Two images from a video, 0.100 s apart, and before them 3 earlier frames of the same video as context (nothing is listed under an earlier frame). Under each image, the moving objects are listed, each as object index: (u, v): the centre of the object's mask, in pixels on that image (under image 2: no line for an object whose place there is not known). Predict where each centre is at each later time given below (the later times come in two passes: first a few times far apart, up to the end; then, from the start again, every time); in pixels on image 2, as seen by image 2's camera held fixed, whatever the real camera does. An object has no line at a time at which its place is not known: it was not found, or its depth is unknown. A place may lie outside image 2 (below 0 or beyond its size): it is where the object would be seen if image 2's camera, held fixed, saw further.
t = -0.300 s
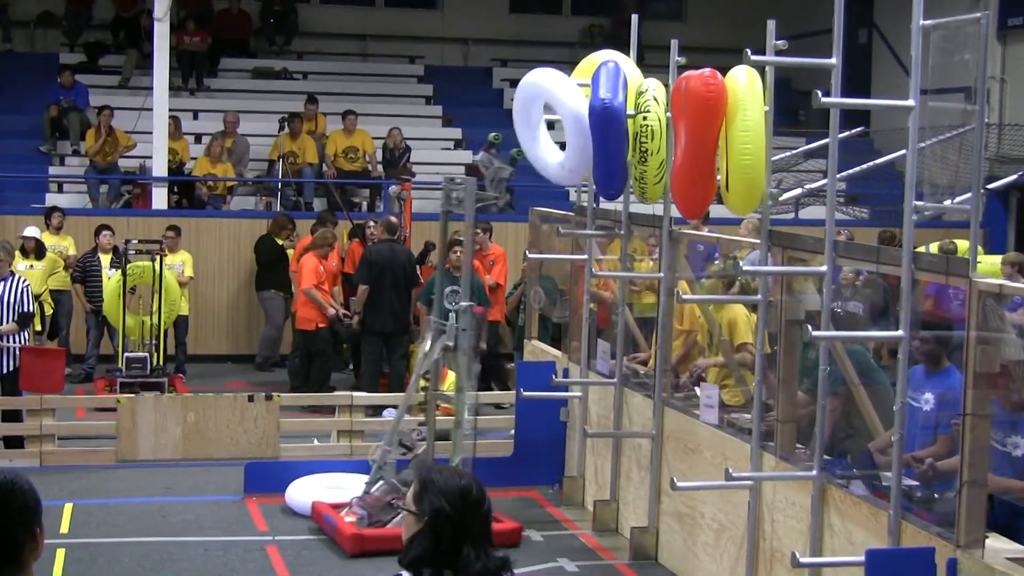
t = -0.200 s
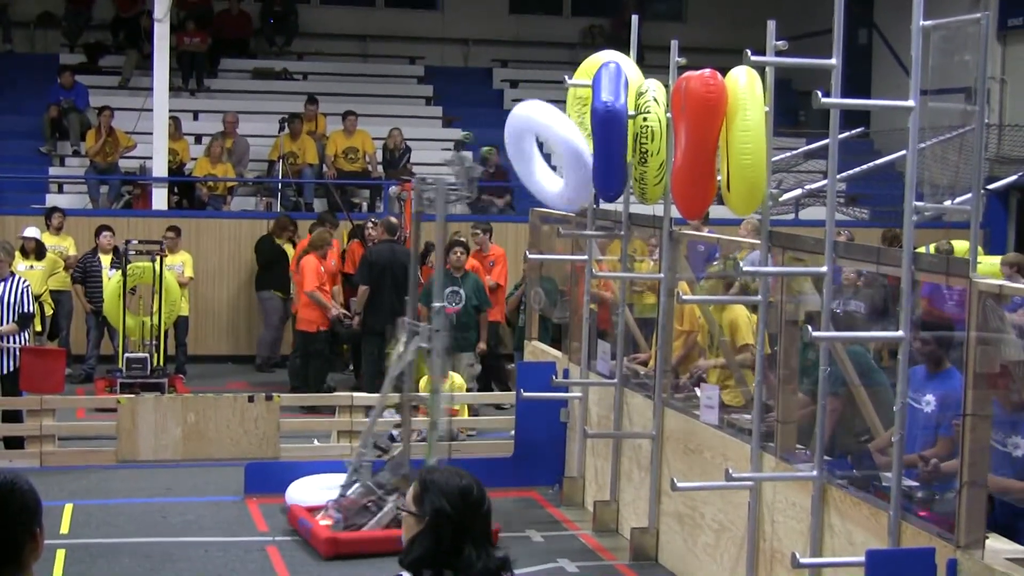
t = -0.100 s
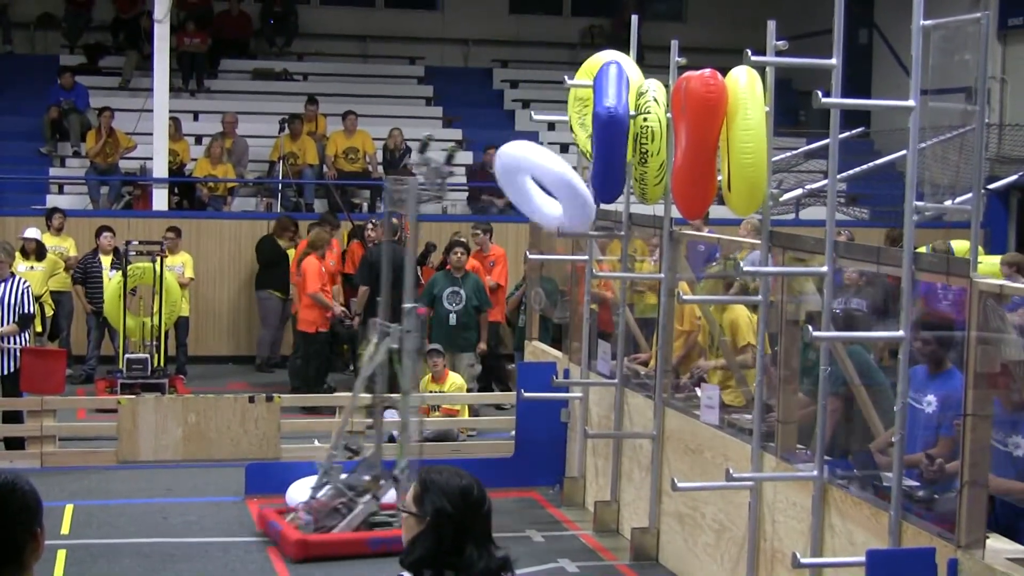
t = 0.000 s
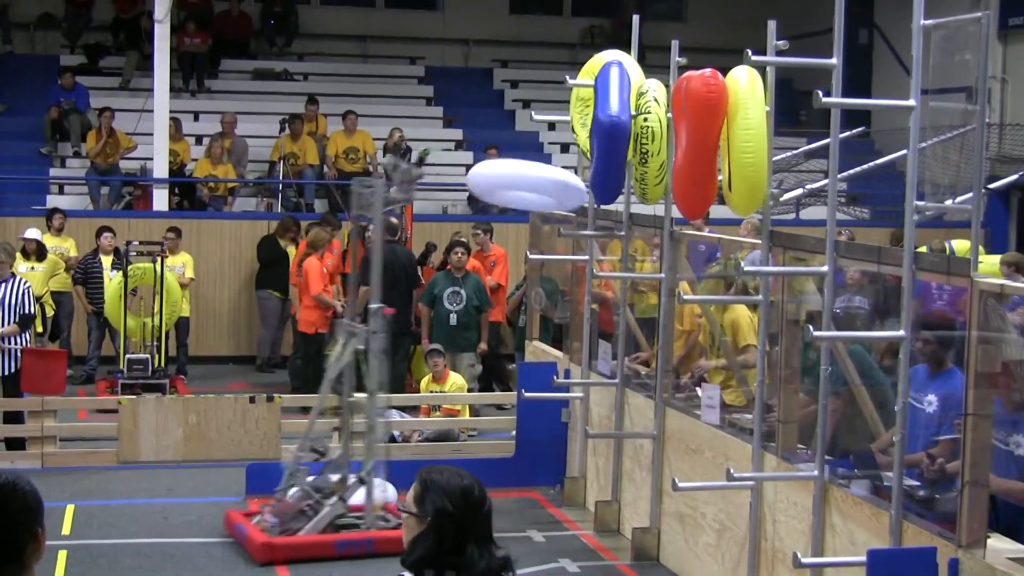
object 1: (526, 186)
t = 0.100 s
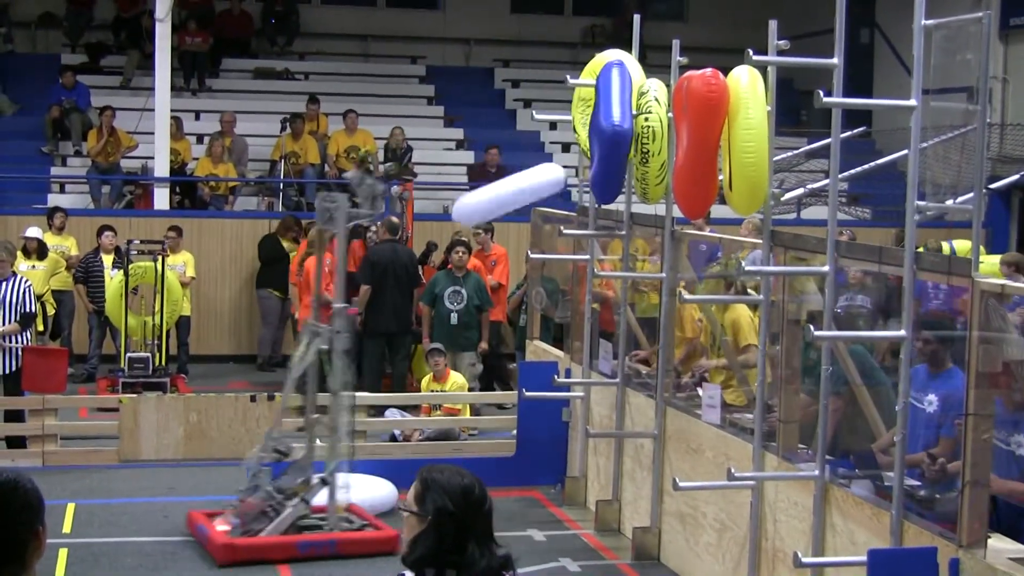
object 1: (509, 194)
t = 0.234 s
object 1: (485, 226)
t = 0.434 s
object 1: (452, 314)
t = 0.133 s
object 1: (504, 201)
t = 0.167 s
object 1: (497, 208)
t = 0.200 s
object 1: (491, 216)
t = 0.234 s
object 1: (485, 226)
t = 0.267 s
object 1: (479, 237)
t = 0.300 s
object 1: (474, 250)
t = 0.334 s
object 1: (469, 265)
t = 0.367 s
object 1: (463, 281)
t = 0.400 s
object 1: (458, 295)
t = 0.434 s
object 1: (452, 314)
